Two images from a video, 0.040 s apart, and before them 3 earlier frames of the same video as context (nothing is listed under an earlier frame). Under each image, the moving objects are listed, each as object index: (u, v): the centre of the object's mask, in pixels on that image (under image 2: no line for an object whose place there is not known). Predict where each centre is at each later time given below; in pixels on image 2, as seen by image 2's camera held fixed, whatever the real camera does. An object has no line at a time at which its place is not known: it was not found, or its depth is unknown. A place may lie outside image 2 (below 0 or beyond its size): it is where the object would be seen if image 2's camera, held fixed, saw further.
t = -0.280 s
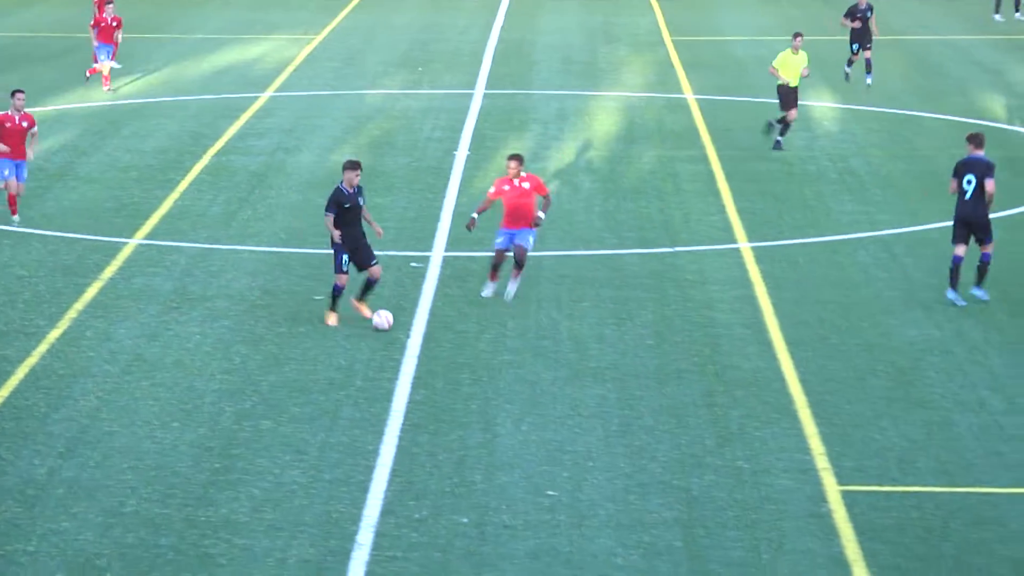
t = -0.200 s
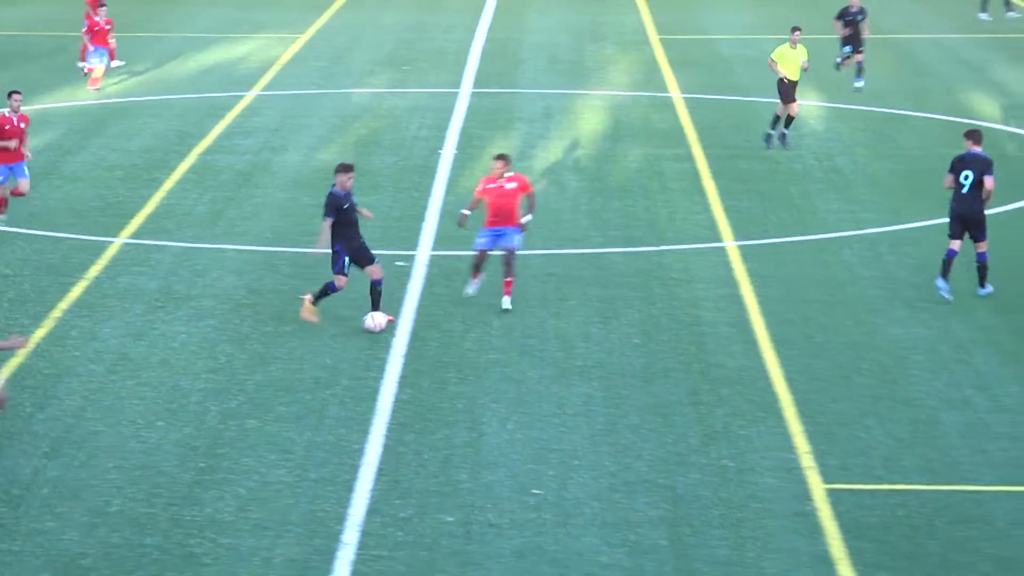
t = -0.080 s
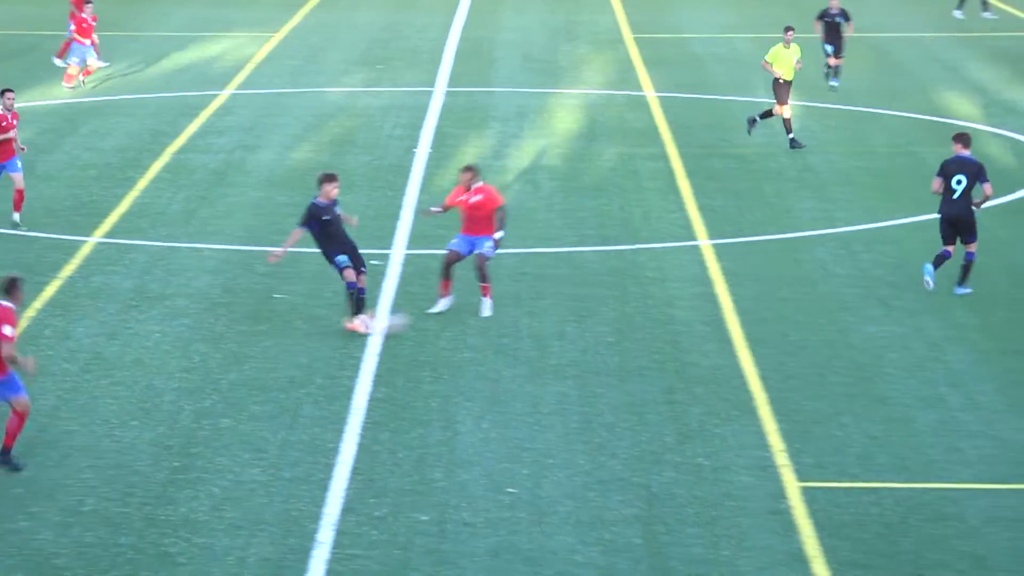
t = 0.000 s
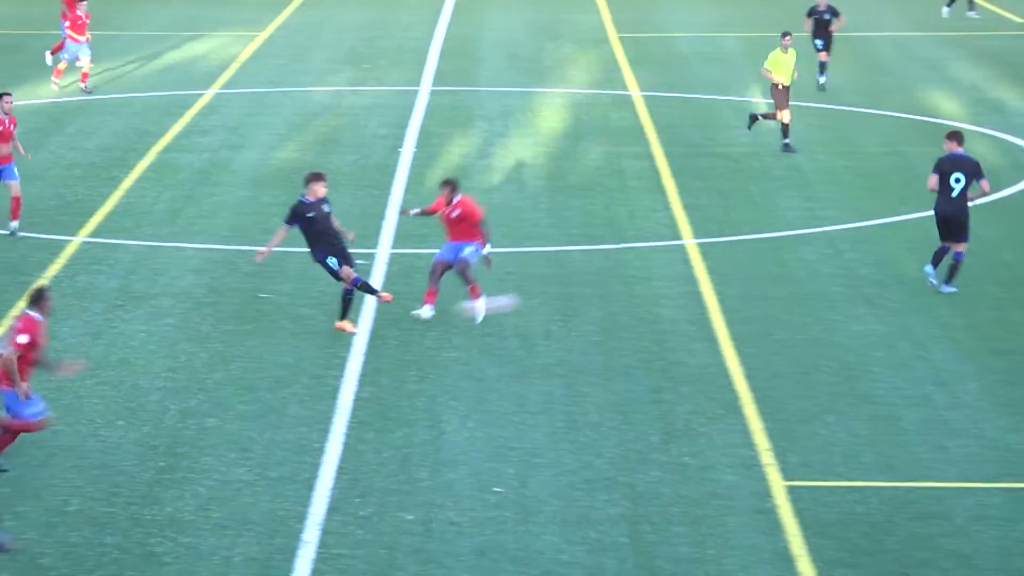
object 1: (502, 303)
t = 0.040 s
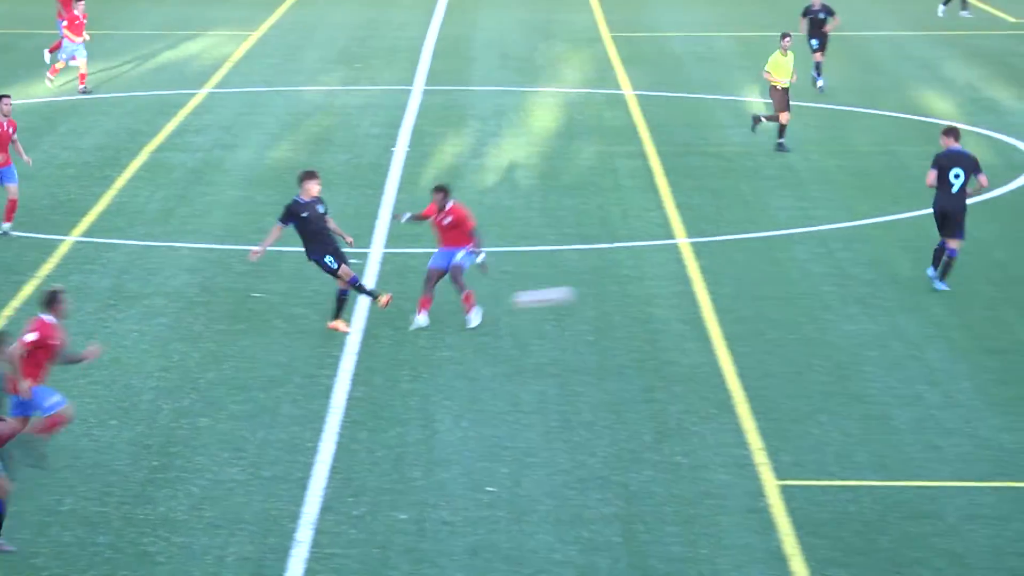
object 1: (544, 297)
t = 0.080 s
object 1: (604, 292)
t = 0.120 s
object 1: (662, 289)
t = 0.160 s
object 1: (729, 287)
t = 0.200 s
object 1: (785, 287)
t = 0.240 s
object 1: (843, 290)
